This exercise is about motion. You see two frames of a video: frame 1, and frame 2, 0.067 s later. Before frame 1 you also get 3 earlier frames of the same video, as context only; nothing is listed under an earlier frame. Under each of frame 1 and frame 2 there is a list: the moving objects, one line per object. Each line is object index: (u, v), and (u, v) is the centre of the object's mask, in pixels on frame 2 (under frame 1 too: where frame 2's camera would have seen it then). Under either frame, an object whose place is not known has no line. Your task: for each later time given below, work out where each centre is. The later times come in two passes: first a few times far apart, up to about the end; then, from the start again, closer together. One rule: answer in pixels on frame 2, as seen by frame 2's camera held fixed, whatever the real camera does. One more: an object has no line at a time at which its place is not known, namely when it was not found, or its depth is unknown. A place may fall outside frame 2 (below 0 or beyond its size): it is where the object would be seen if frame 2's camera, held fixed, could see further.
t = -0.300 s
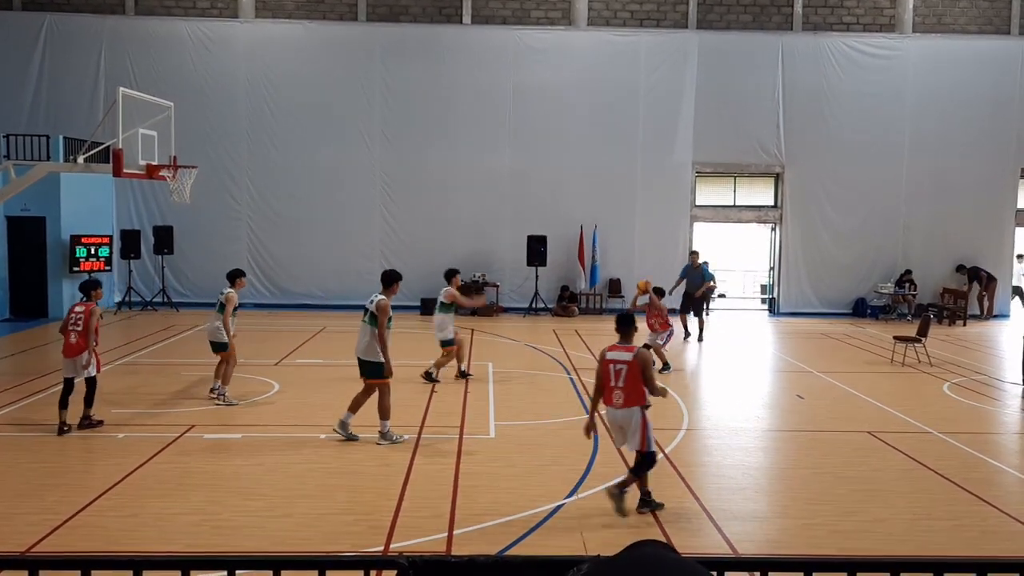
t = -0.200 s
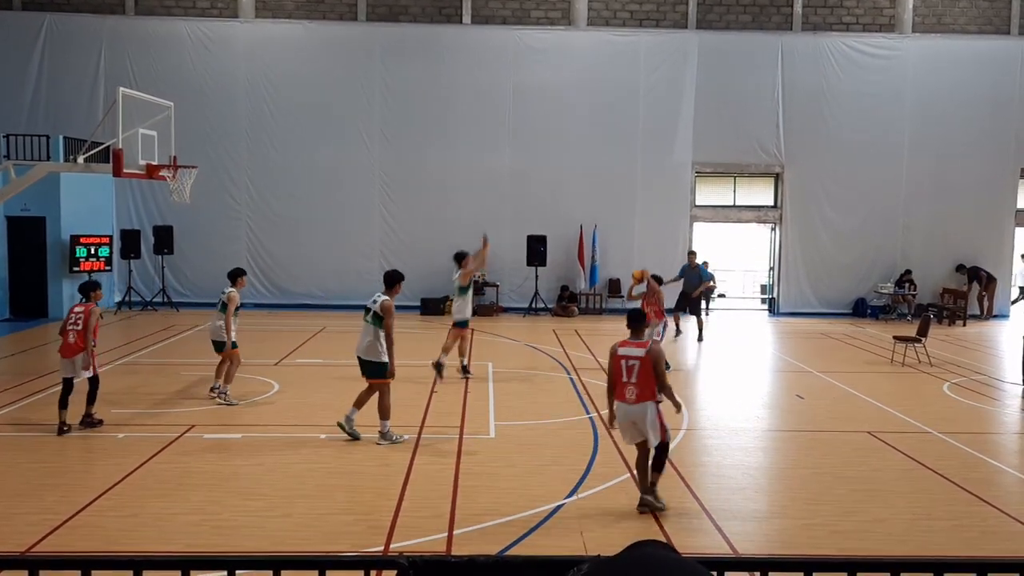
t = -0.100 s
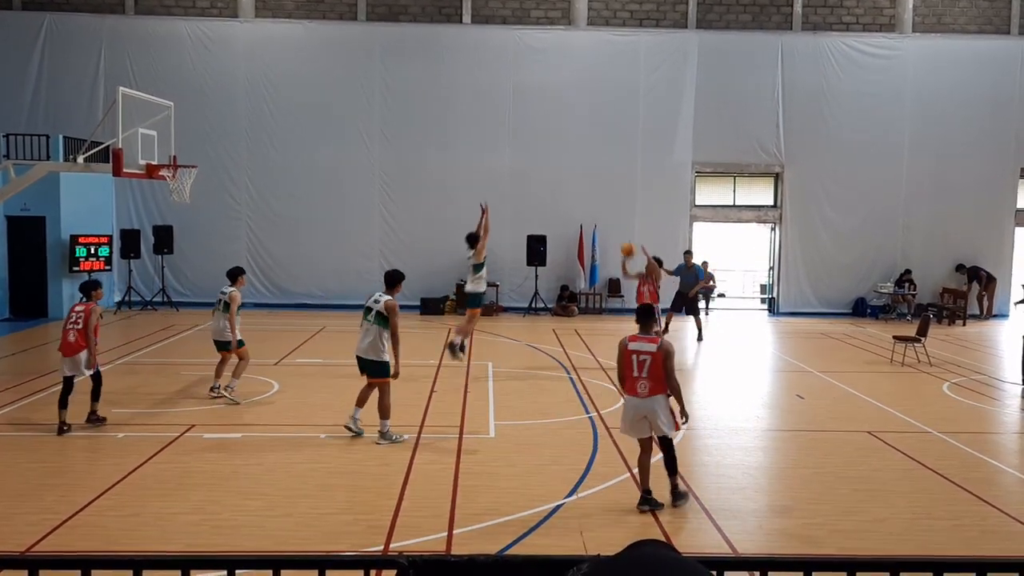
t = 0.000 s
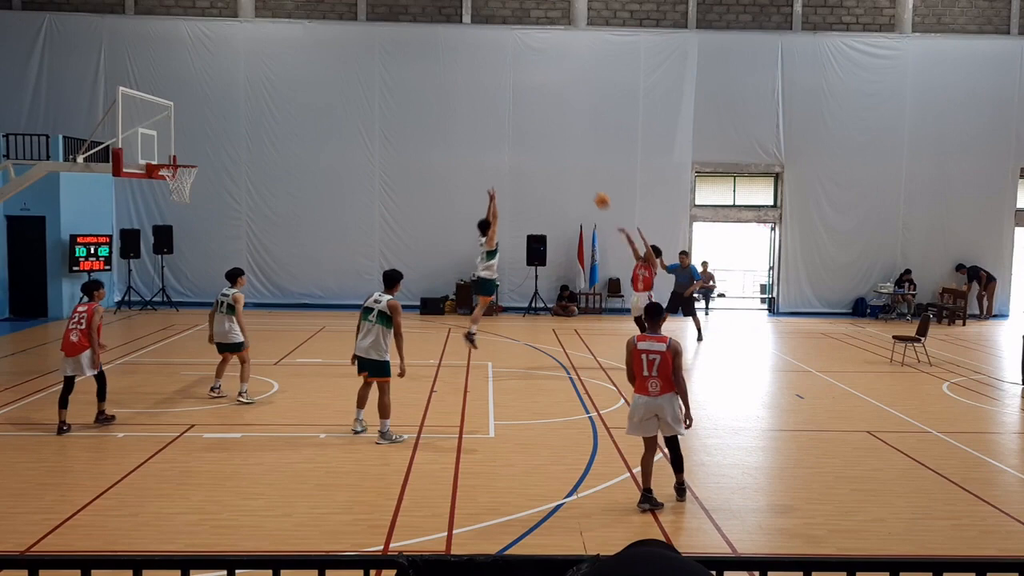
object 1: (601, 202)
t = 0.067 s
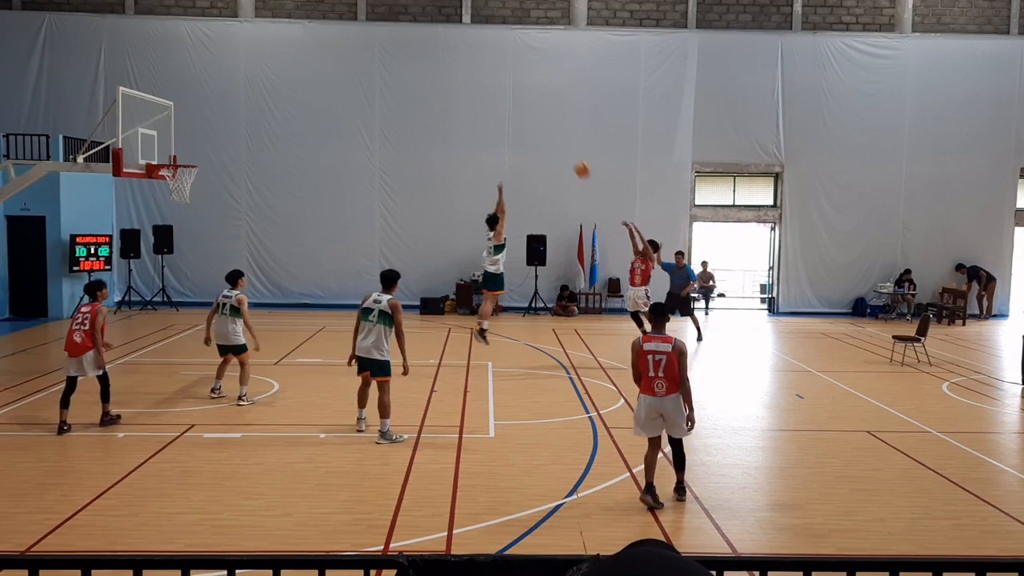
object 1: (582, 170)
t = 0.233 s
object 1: (532, 104)
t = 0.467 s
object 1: (459, 35)
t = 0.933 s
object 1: (298, 12)
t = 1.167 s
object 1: (214, 60)
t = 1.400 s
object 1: (172, 140)
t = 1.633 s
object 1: (179, 178)
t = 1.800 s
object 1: (184, 179)
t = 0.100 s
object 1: (572, 156)
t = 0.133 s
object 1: (560, 142)
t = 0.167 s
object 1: (550, 128)
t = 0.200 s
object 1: (541, 116)
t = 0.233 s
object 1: (532, 104)
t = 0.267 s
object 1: (519, 92)
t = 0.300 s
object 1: (510, 80)
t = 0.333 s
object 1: (500, 71)
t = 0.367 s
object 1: (490, 62)
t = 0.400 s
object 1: (480, 51)
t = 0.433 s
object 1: (469, 43)
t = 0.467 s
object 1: (459, 35)
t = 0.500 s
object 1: (448, 29)
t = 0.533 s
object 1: (435, 24)
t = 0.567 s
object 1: (425, 17)
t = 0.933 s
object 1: (298, 12)
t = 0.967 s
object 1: (285, 16)
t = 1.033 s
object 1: (261, 29)
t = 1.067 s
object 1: (249, 34)
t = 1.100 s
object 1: (238, 42)
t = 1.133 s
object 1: (226, 51)
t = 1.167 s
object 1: (214, 60)
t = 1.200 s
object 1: (201, 71)
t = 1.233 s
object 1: (190, 82)
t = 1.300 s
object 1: (166, 106)
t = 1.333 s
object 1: (158, 119)
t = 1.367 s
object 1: (164, 129)
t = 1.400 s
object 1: (172, 140)
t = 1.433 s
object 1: (179, 153)
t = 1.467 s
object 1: (184, 161)
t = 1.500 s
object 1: (181, 162)
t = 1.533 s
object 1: (175, 167)
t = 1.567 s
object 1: (176, 171)
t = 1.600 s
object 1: (176, 176)
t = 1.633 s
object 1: (179, 178)
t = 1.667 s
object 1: (180, 181)
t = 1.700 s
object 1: (180, 182)
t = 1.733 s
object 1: (181, 180)
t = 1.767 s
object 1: (182, 180)
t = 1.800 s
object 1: (184, 179)
